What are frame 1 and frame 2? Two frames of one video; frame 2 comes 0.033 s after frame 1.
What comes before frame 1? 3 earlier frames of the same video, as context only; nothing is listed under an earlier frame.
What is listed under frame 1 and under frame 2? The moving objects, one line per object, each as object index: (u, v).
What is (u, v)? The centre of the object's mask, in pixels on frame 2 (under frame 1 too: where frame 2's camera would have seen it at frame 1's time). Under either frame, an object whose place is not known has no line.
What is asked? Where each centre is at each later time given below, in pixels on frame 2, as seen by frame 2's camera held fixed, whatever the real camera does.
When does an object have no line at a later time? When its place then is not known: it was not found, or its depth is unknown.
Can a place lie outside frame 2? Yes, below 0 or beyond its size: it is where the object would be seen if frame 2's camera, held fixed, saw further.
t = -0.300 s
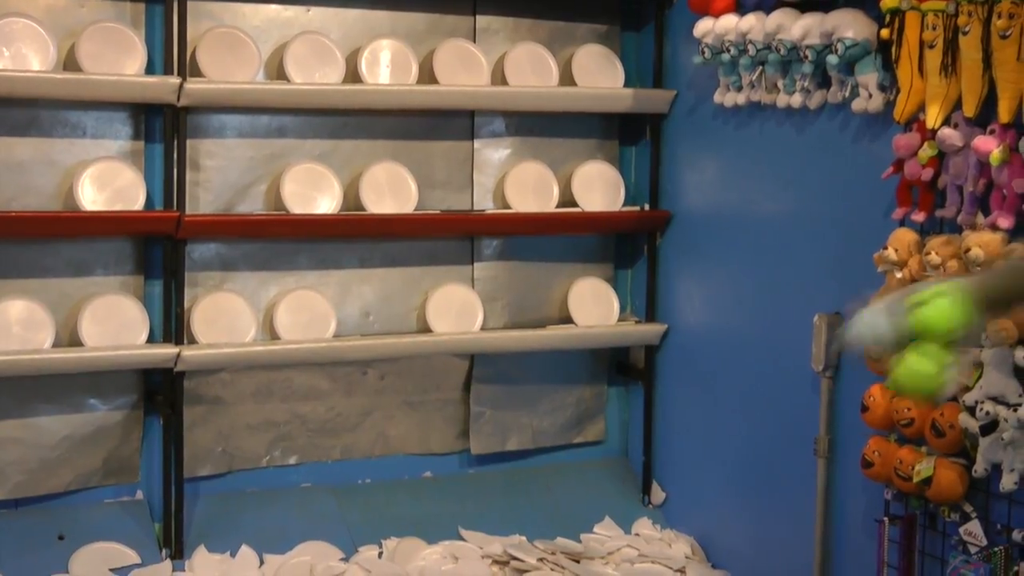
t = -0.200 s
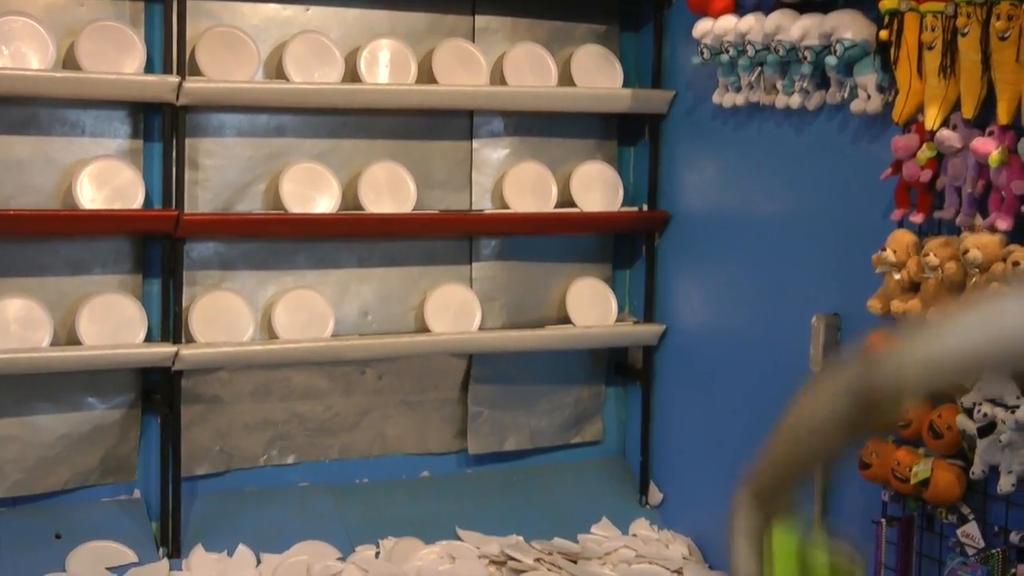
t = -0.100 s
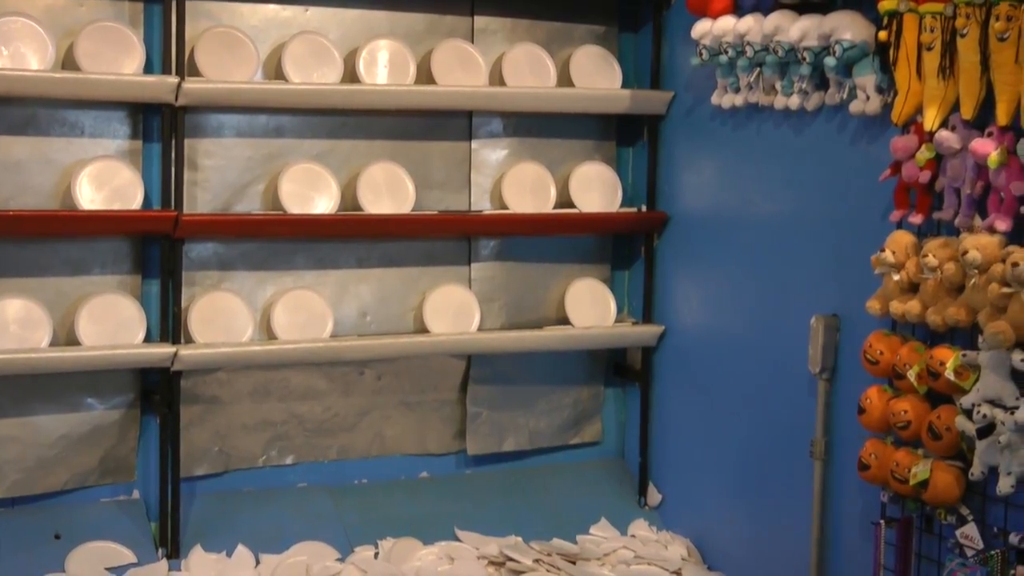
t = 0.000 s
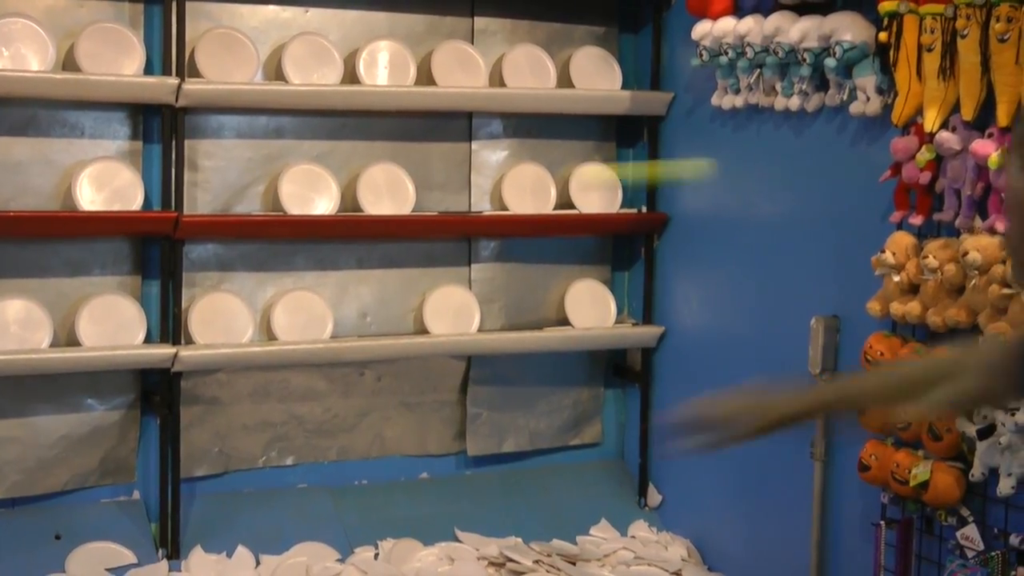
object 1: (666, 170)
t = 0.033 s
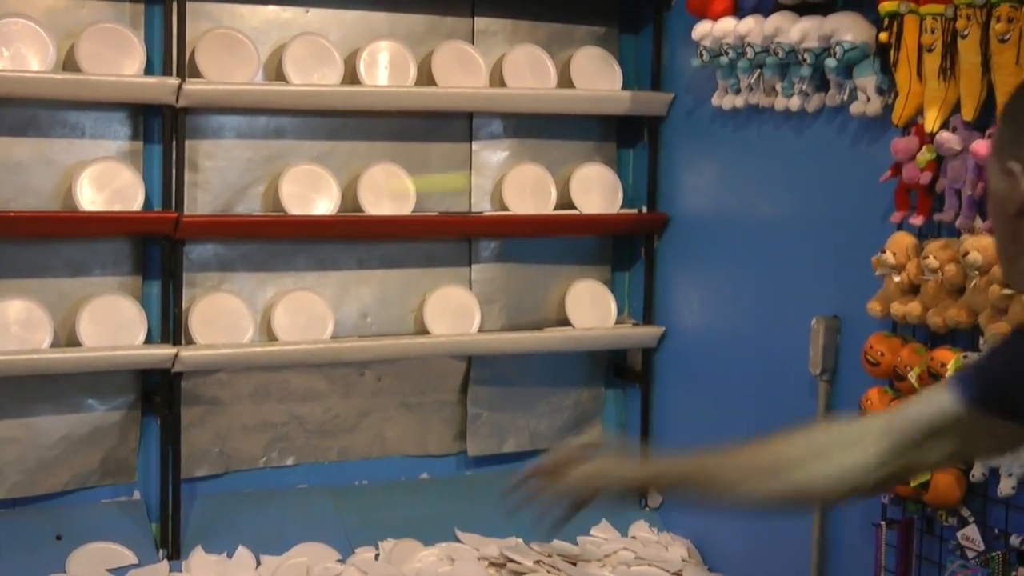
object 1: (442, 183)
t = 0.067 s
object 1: (284, 195)
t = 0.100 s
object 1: (276, 203)
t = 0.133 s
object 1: (268, 193)
